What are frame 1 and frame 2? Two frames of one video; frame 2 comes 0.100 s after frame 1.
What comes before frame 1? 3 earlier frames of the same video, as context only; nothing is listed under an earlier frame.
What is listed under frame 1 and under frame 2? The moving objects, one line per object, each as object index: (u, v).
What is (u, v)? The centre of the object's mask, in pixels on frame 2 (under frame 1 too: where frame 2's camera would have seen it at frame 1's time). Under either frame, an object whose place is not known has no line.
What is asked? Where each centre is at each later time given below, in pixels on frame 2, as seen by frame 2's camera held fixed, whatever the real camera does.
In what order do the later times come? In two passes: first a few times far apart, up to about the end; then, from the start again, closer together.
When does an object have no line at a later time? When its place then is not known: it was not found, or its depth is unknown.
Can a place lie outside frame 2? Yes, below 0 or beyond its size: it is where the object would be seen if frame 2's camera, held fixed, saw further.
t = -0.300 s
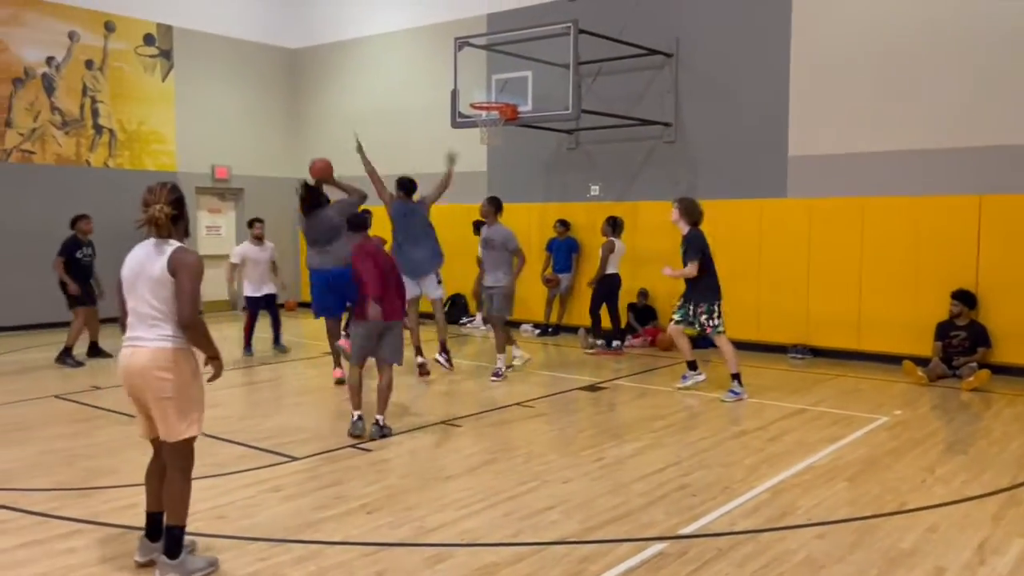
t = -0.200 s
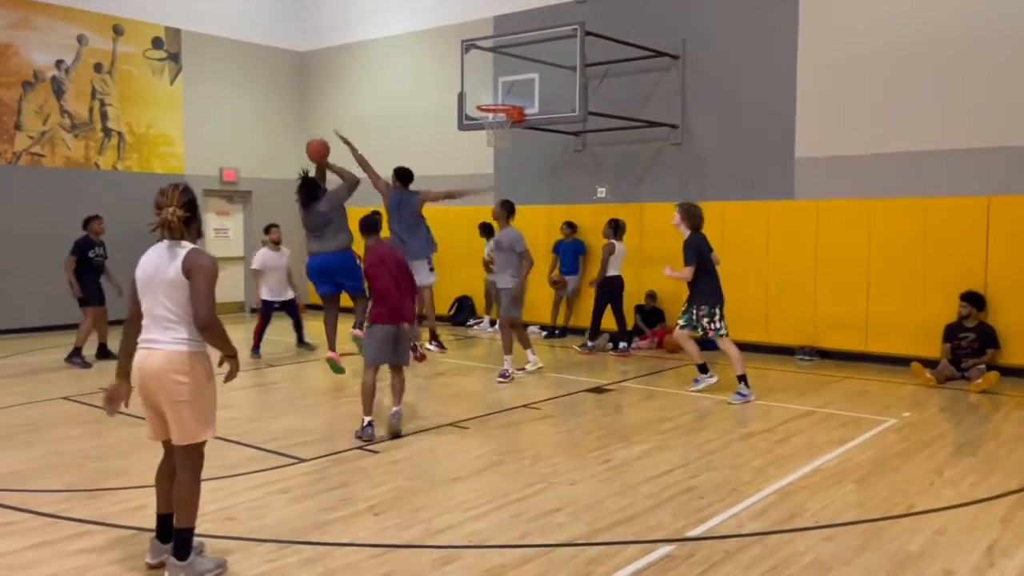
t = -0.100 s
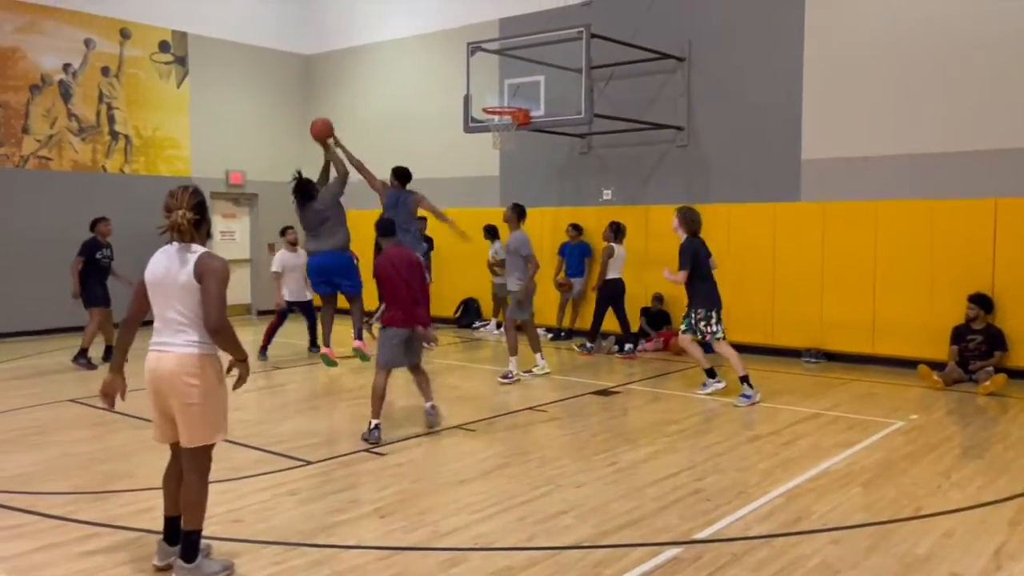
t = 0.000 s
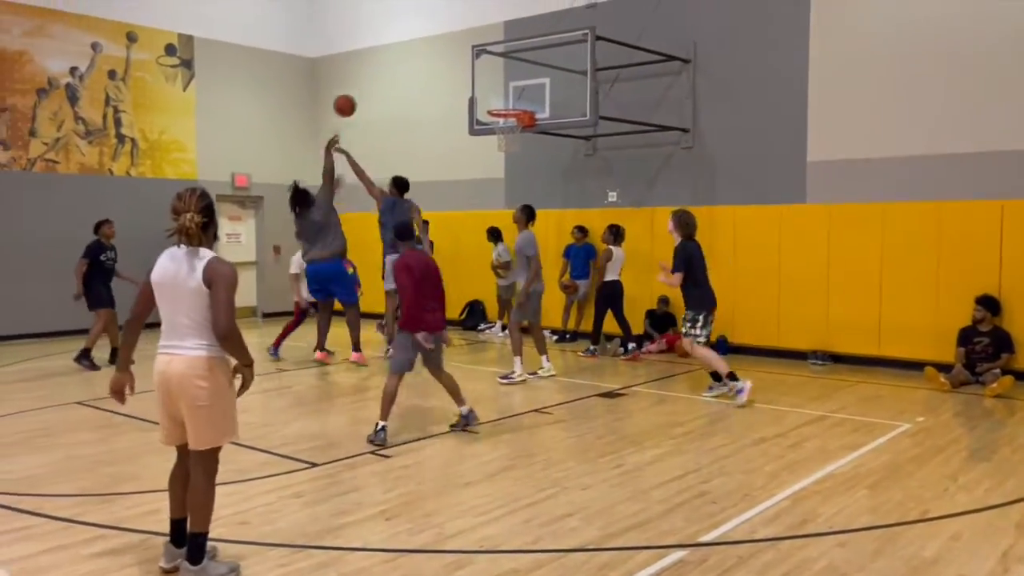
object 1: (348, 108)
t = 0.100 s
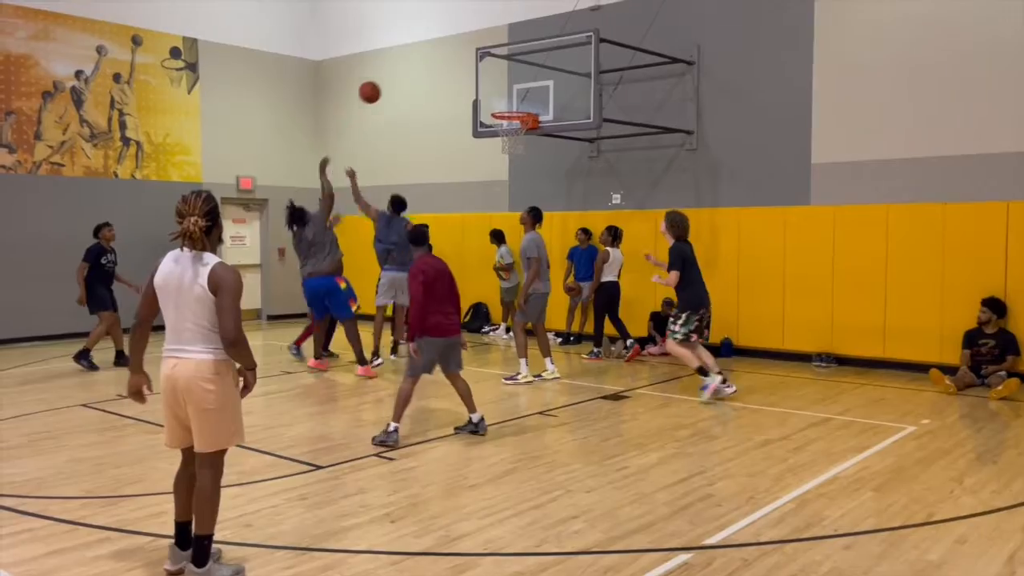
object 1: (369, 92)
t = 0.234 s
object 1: (396, 85)
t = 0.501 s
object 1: (443, 117)
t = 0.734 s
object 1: (480, 186)
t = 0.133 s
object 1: (376, 89)
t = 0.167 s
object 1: (383, 86)
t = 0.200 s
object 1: (389, 85)
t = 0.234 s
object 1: (396, 85)
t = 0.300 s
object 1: (408, 88)
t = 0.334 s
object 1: (414, 91)
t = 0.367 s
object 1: (420, 94)
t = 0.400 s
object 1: (426, 99)
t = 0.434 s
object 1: (432, 104)
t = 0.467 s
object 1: (438, 111)
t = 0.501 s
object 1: (443, 117)
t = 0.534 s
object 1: (449, 125)
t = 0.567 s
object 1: (454, 133)
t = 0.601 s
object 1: (460, 142)
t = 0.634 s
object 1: (465, 153)
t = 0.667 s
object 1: (470, 163)
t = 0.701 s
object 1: (475, 174)
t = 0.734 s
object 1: (480, 186)
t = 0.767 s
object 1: (486, 199)
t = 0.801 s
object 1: (490, 211)
